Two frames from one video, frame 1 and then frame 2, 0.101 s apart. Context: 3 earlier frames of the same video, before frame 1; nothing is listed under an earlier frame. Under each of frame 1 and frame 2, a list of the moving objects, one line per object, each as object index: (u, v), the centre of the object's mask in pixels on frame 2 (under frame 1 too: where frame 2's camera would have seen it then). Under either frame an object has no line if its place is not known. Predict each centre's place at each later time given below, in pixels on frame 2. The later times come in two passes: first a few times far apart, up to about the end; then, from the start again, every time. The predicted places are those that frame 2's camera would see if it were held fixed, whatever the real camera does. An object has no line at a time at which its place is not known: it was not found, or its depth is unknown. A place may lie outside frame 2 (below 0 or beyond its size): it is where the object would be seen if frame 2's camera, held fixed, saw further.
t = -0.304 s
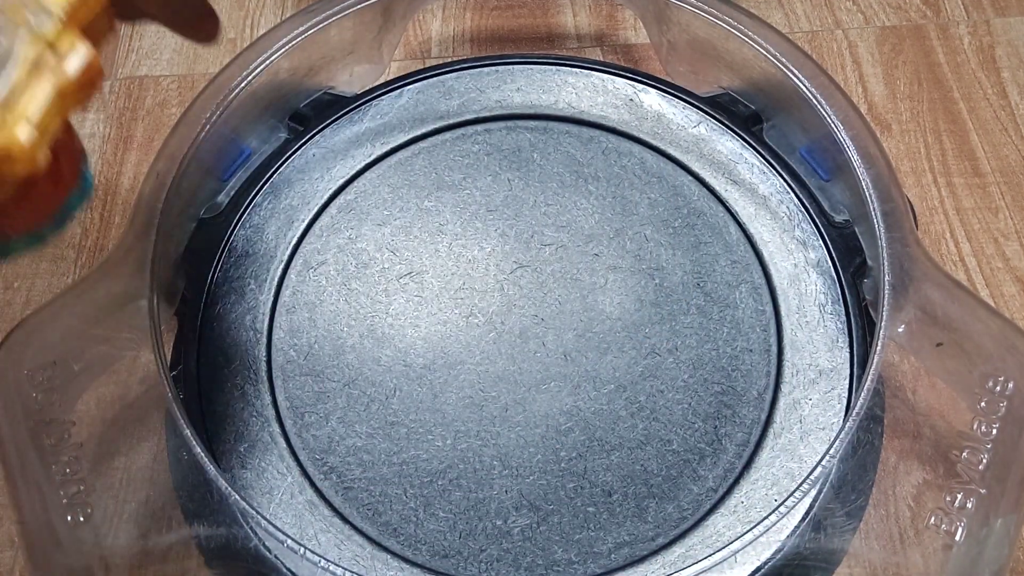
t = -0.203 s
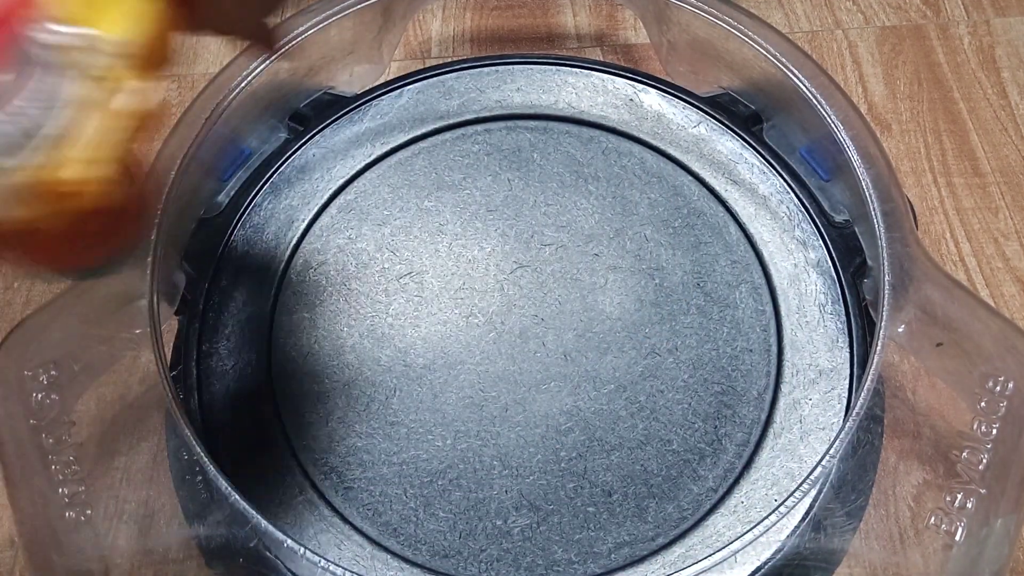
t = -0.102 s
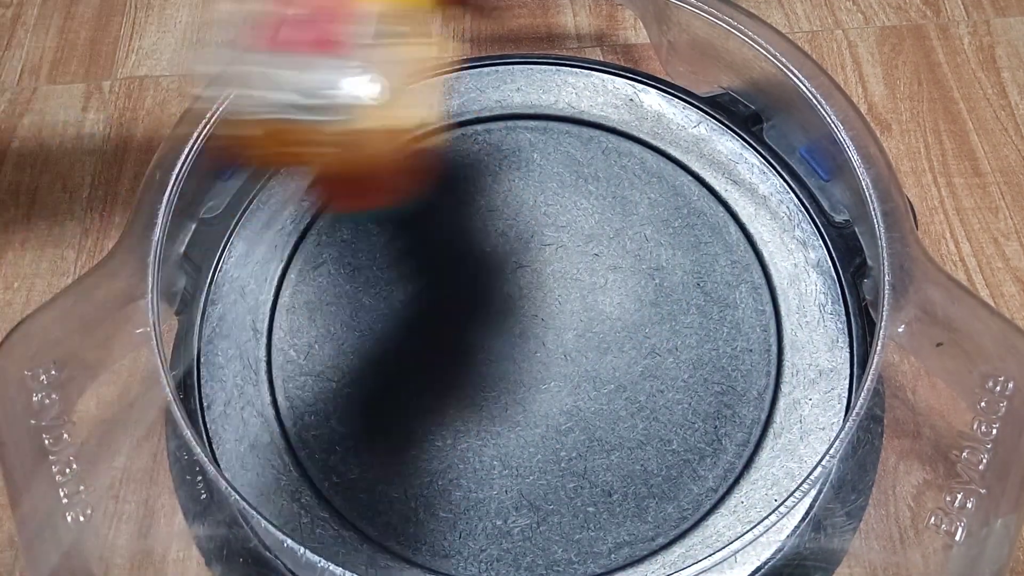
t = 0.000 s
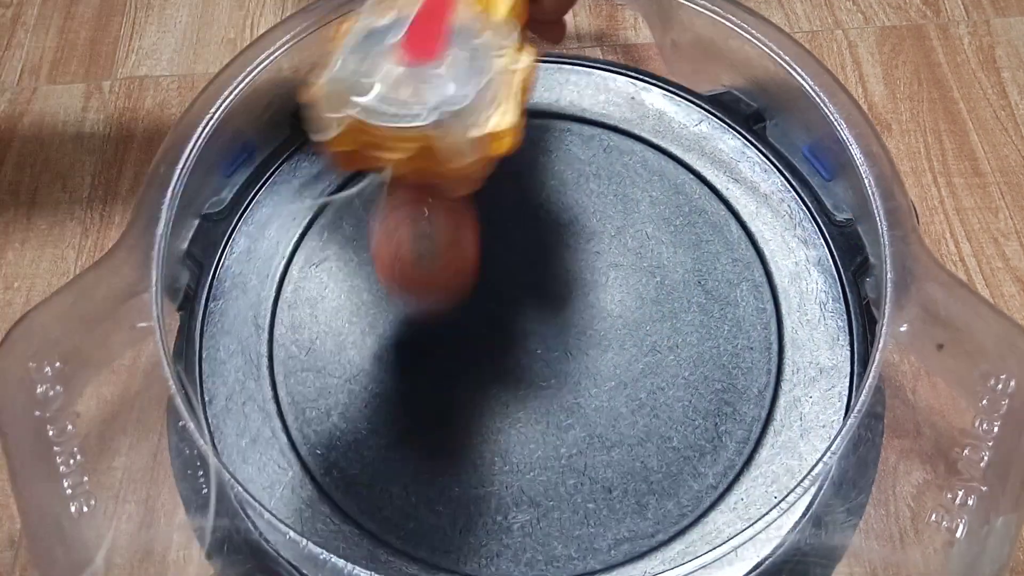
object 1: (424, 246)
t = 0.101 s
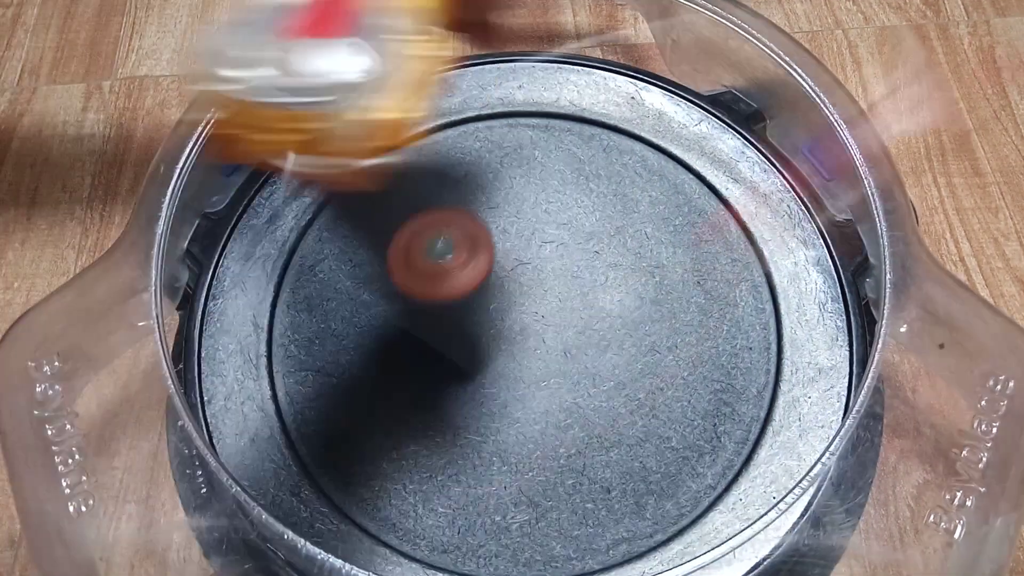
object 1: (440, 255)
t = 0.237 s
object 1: (484, 291)
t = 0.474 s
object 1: (573, 280)
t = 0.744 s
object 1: (550, 337)
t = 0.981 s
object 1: (466, 340)
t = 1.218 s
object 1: (472, 347)
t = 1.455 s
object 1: (517, 319)
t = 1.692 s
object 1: (498, 257)
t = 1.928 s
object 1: (437, 282)
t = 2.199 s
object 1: (501, 359)
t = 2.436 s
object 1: (590, 303)
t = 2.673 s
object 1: (560, 235)
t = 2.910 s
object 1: (473, 251)
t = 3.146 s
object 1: (503, 342)
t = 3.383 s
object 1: (595, 334)
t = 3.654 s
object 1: (585, 254)
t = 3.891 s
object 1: (497, 289)
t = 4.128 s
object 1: (512, 368)
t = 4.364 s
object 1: (587, 362)
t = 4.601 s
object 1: (558, 289)
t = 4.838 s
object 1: (474, 307)
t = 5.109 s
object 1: (487, 376)
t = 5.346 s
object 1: (548, 332)
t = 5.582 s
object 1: (507, 272)
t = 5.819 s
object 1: (448, 298)
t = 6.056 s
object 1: (487, 332)
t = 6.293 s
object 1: (538, 291)
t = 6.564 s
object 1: (497, 256)
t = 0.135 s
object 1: (448, 250)
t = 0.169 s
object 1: (461, 254)
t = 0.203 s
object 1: (472, 272)
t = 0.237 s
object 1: (484, 291)
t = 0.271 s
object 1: (496, 278)
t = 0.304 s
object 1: (510, 271)
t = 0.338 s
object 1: (525, 275)
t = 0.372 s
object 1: (538, 278)
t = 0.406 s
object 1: (551, 273)
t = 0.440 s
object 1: (564, 279)
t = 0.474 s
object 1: (573, 280)
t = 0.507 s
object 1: (581, 286)
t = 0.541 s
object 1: (584, 291)
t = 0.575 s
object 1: (585, 298)
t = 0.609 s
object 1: (584, 307)
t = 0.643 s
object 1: (578, 314)
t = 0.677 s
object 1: (571, 324)
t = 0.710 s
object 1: (561, 332)
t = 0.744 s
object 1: (550, 337)
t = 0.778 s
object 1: (537, 341)
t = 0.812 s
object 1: (524, 344)
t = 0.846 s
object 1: (509, 345)
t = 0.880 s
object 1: (496, 346)
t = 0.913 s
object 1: (483, 344)
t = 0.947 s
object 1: (473, 342)
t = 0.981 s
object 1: (466, 340)
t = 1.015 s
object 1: (461, 339)
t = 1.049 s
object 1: (458, 338)
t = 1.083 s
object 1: (458, 339)
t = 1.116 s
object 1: (459, 340)
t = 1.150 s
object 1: (462, 342)
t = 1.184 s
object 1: (466, 344)
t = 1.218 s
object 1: (472, 347)
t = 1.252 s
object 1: (479, 349)
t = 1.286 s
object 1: (486, 350)
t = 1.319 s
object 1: (493, 348)
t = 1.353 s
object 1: (500, 344)
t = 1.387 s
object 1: (507, 337)
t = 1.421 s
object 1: (513, 329)
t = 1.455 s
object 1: (517, 319)
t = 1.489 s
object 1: (519, 309)
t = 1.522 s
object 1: (520, 298)
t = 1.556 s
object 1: (520, 288)
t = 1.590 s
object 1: (516, 278)
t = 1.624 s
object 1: (512, 270)
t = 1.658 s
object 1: (506, 263)
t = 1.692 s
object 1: (498, 257)
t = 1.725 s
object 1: (489, 254)
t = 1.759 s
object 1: (480, 253)
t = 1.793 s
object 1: (470, 254)
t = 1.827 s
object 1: (461, 257)
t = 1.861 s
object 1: (452, 263)
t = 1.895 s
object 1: (444, 271)
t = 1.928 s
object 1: (437, 282)
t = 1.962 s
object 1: (433, 294)
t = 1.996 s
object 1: (432, 307)
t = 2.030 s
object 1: (434, 321)
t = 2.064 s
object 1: (441, 334)
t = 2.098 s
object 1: (451, 344)
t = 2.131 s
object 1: (466, 352)
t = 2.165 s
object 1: (483, 357)
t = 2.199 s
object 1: (501, 359)
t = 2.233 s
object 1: (519, 357)
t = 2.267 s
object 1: (537, 353)
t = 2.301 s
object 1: (553, 346)
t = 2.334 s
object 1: (566, 336)
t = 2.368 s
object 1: (576, 326)
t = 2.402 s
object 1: (584, 315)
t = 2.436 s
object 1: (590, 303)
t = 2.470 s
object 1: (592, 292)
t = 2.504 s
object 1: (592, 280)
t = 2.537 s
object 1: (590, 269)
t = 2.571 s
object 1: (585, 259)
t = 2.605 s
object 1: (579, 250)
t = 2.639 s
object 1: (570, 241)
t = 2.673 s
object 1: (560, 235)
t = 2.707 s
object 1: (548, 229)
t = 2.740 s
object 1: (535, 225)
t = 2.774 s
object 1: (521, 225)
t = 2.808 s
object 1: (506, 226)
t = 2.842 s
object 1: (492, 231)
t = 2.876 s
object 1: (481, 240)
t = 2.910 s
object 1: (473, 251)
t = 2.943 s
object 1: (467, 265)
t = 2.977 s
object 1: (466, 280)
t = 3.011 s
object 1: (467, 295)
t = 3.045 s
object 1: (472, 309)
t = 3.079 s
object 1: (480, 322)
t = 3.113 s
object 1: (490, 332)
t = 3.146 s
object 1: (503, 342)
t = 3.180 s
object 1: (515, 348)
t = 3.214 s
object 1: (530, 352)
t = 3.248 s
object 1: (545, 353)
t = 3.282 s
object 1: (559, 352)
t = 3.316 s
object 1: (572, 348)
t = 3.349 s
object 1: (585, 343)
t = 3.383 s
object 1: (595, 334)
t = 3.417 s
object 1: (604, 325)
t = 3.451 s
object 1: (610, 314)
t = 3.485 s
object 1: (613, 303)
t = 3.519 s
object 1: (613, 291)
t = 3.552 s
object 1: (612, 279)
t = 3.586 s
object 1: (606, 268)
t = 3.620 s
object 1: (597, 260)
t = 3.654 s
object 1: (585, 254)
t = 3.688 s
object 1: (571, 250)
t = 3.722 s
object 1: (557, 251)
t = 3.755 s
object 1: (542, 253)
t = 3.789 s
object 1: (528, 260)
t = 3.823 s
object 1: (516, 267)
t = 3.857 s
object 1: (505, 278)
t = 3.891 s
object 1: (497, 289)
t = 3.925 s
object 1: (492, 301)
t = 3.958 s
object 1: (489, 314)
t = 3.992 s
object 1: (489, 327)
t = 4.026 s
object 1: (492, 338)
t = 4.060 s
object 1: (497, 350)
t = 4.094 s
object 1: (504, 360)
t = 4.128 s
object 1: (512, 368)
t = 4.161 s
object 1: (523, 374)
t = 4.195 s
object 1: (534, 378)
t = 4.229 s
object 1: (546, 381)
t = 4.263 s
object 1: (558, 380)
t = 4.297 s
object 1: (569, 377)
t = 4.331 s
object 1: (579, 371)
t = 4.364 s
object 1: (587, 362)
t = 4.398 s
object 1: (593, 351)
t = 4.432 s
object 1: (594, 339)
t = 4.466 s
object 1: (593, 327)
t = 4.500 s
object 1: (588, 315)
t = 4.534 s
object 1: (580, 305)
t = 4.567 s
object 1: (570, 296)
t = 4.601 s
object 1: (558, 289)
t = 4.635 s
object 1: (545, 286)
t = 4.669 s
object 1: (532, 284)
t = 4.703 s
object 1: (518, 285)
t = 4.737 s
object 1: (506, 288)
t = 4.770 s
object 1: (494, 292)
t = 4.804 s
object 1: (483, 299)
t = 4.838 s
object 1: (474, 307)
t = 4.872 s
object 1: (467, 316)
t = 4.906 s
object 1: (462, 325)
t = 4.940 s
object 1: (459, 336)
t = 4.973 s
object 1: (460, 346)
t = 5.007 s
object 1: (463, 355)
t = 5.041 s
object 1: (469, 364)
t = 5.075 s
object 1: (477, 371)
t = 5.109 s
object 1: (487, 376)
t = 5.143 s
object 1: (499, 377)
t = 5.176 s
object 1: (511, 376)
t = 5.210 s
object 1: (523, 372)
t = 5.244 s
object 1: (533, 365)
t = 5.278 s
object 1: (541, 355)
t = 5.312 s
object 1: (546, 345)
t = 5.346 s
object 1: (548, 332)
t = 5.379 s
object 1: (548, 321)
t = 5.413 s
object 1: (546, 310)
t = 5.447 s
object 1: (541, 300)
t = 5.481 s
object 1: (534, 290)
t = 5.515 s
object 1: (526, 282)
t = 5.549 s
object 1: (517, 276)
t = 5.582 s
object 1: (507, 272)
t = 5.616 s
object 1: (497, 270)
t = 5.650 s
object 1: (486, 269)
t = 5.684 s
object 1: (476, 271)
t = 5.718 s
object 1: (467, 275)
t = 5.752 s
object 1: (458, 282)
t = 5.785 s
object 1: (452, 289)
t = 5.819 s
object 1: (448, 298)
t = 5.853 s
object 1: (447, 308)
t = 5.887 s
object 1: (449, 318)
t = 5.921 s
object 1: (454, 326)
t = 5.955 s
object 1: (461, 331)
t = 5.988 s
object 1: (468, 334)
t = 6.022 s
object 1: (476, 333)
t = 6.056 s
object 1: (487, 332)
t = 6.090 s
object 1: (498, 331)
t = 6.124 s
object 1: (507, 327)
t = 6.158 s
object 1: (516, 321)
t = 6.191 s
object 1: (525, 315)
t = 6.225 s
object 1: (531, 307)
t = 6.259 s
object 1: (535, 299)
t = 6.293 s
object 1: (538, 291)
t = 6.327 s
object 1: (538, 283)
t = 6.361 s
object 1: (537, 275)
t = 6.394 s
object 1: (534, 267)
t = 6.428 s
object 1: (529, 261)
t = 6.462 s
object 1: (523, 256)
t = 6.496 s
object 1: (514, 254)
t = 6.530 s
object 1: (505, 254)
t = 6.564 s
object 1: (497, 256)
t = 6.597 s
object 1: (491, 261)
